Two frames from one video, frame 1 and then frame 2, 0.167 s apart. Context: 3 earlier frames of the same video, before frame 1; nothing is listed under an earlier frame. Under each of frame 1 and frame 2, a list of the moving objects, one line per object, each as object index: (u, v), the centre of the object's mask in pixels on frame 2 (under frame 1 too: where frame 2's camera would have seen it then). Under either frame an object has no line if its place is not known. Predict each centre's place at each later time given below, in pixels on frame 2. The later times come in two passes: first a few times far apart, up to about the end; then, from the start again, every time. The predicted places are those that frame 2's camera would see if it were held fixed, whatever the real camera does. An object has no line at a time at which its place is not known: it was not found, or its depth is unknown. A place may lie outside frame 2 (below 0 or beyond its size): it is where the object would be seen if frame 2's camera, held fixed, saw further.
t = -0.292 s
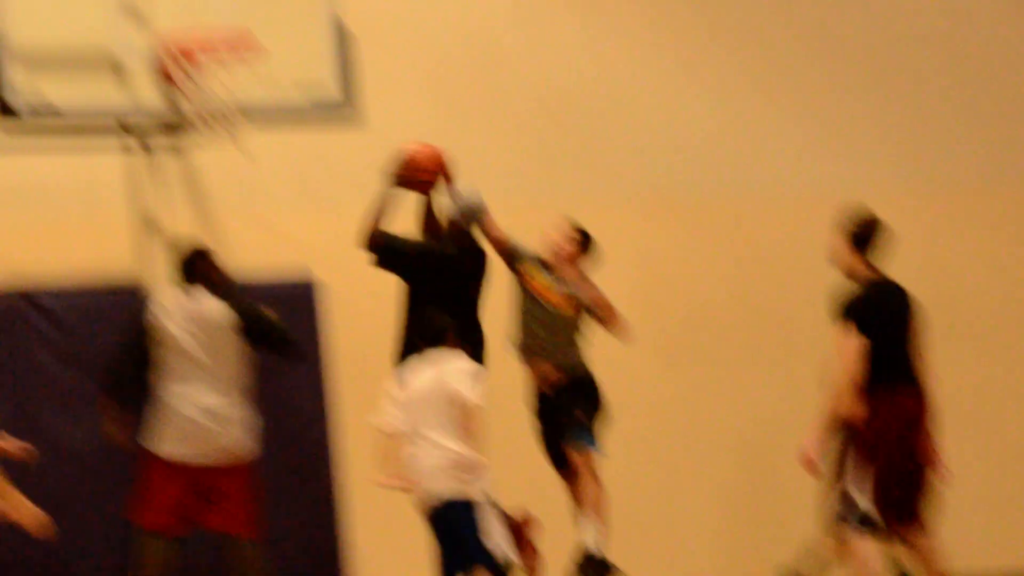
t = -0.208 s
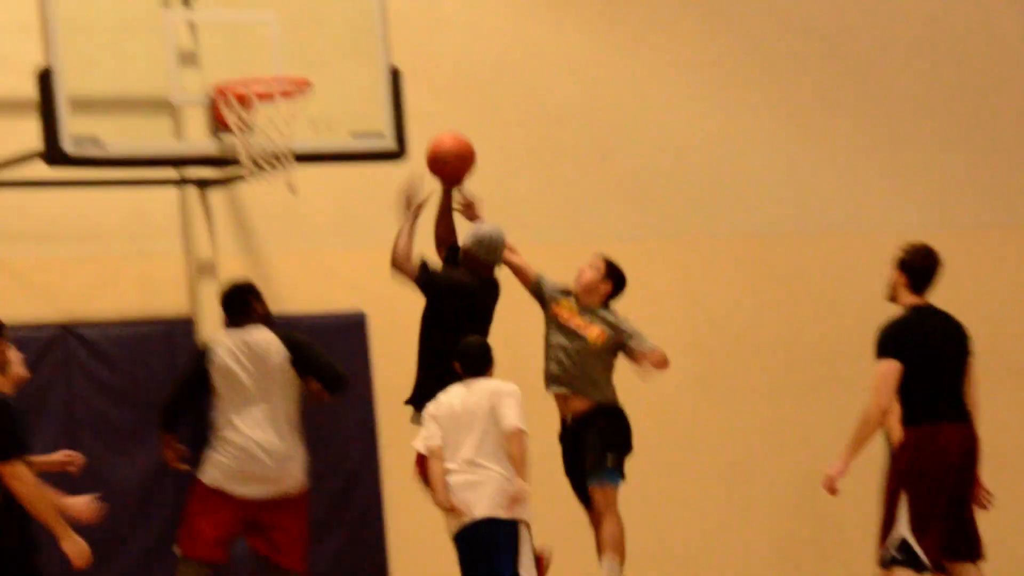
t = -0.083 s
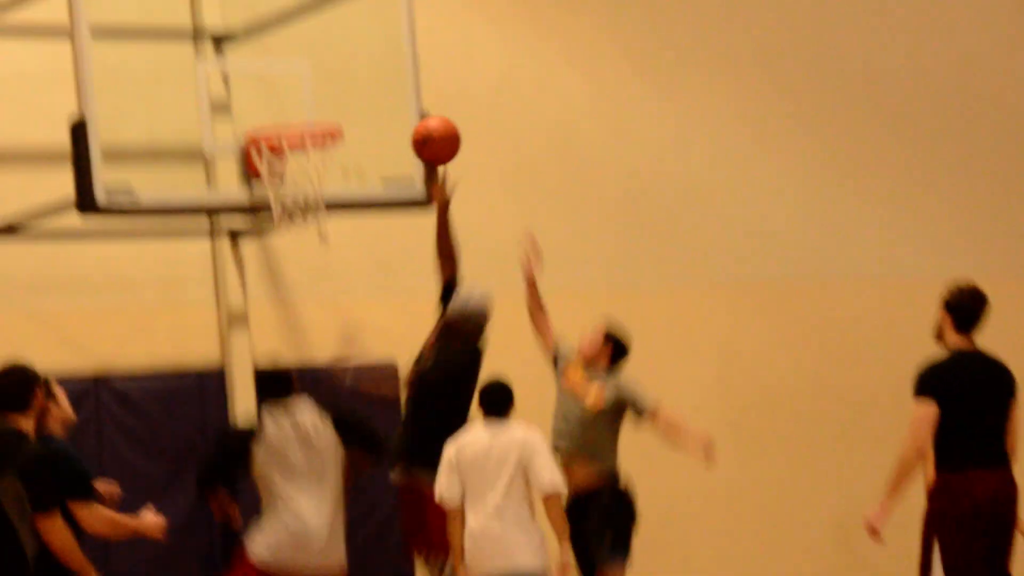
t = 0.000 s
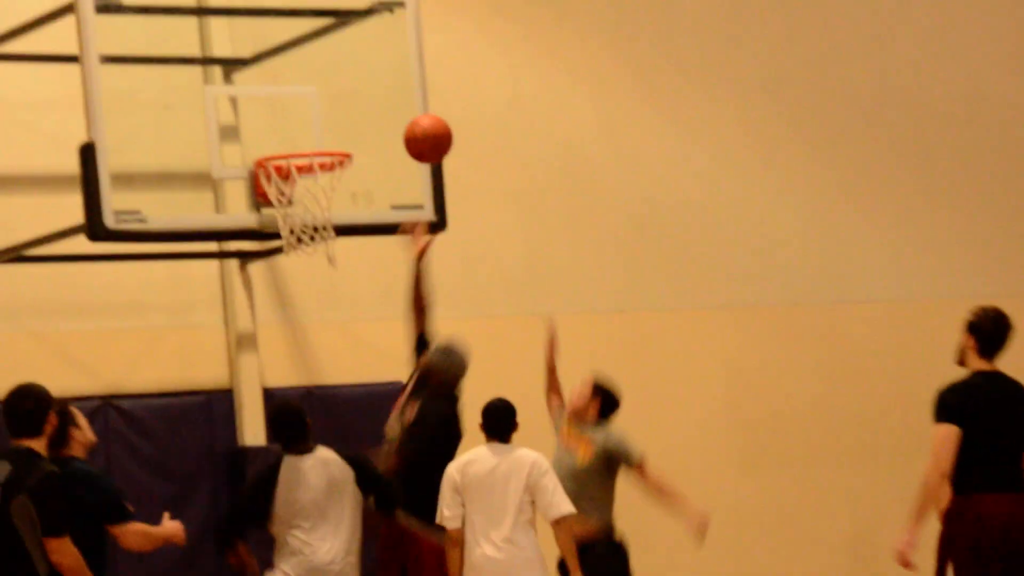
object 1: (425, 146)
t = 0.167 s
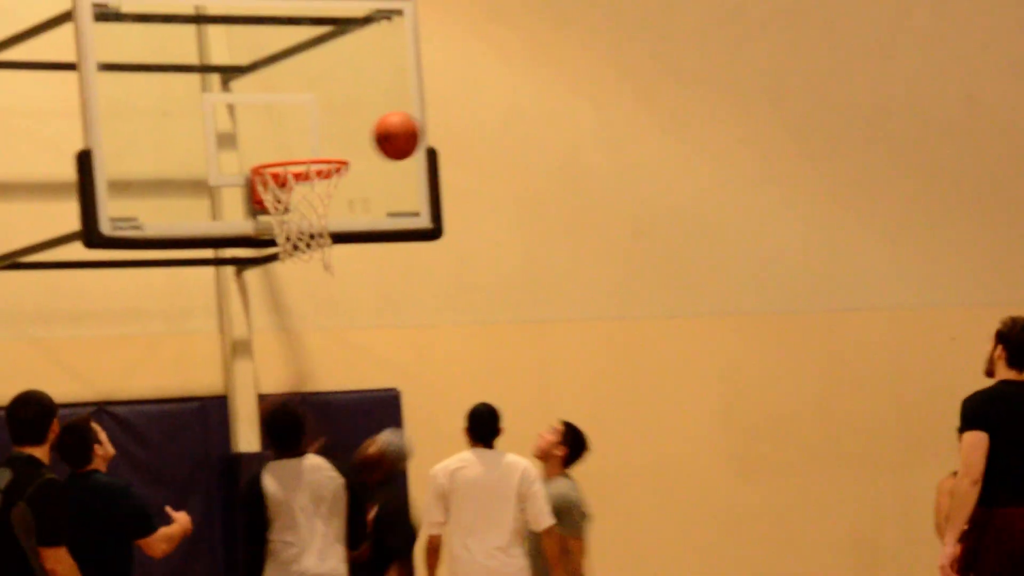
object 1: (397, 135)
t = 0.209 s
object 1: (390, 141)
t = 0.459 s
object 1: (358, 248)
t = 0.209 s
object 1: (390, 141)
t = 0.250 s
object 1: (384, 150)
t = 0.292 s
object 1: (378, 163)
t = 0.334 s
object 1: (373, 178)
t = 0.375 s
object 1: (368, 197)
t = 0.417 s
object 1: (363, 221)
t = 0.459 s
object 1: (358, 248)
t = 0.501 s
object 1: (354, 277)
